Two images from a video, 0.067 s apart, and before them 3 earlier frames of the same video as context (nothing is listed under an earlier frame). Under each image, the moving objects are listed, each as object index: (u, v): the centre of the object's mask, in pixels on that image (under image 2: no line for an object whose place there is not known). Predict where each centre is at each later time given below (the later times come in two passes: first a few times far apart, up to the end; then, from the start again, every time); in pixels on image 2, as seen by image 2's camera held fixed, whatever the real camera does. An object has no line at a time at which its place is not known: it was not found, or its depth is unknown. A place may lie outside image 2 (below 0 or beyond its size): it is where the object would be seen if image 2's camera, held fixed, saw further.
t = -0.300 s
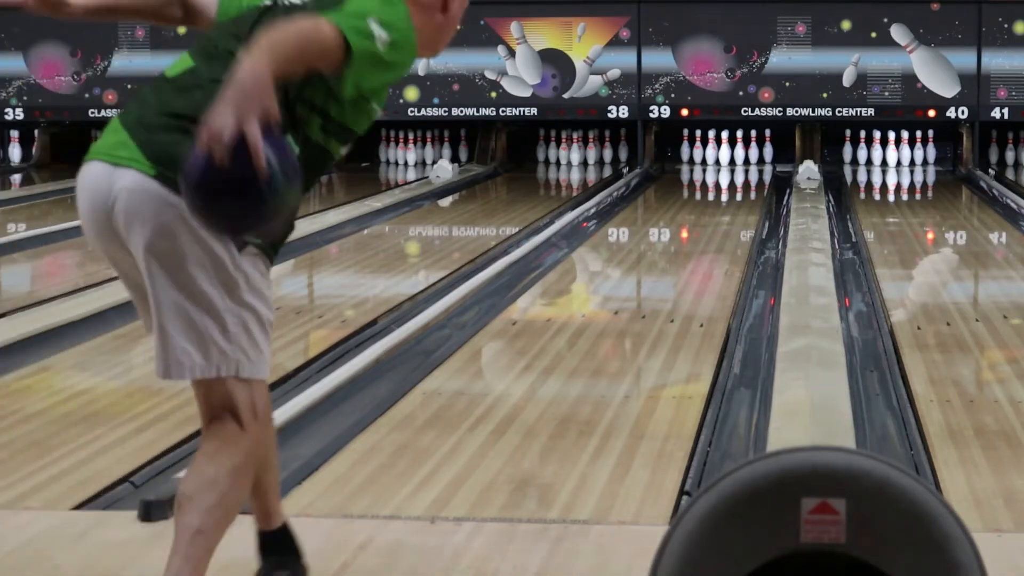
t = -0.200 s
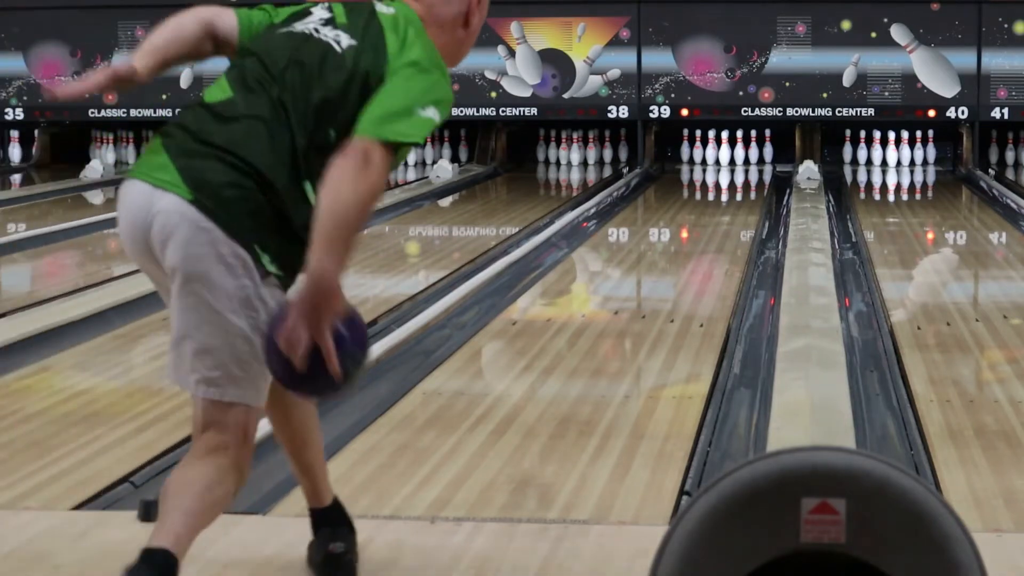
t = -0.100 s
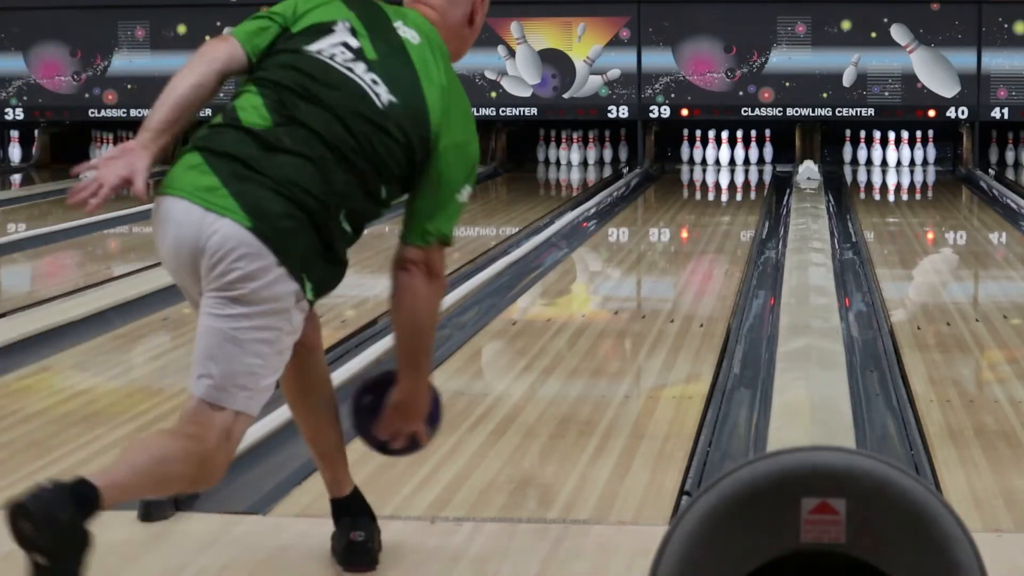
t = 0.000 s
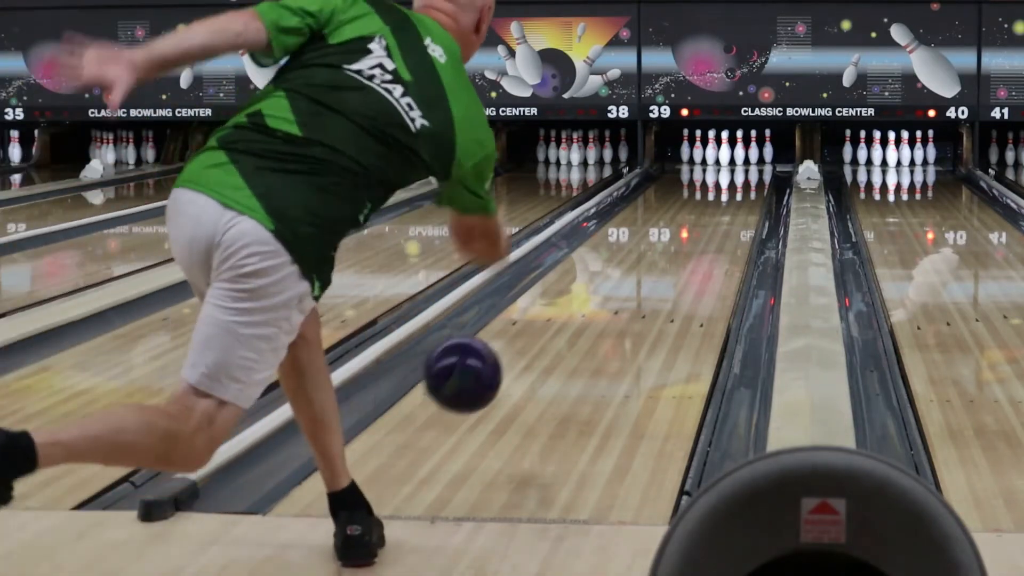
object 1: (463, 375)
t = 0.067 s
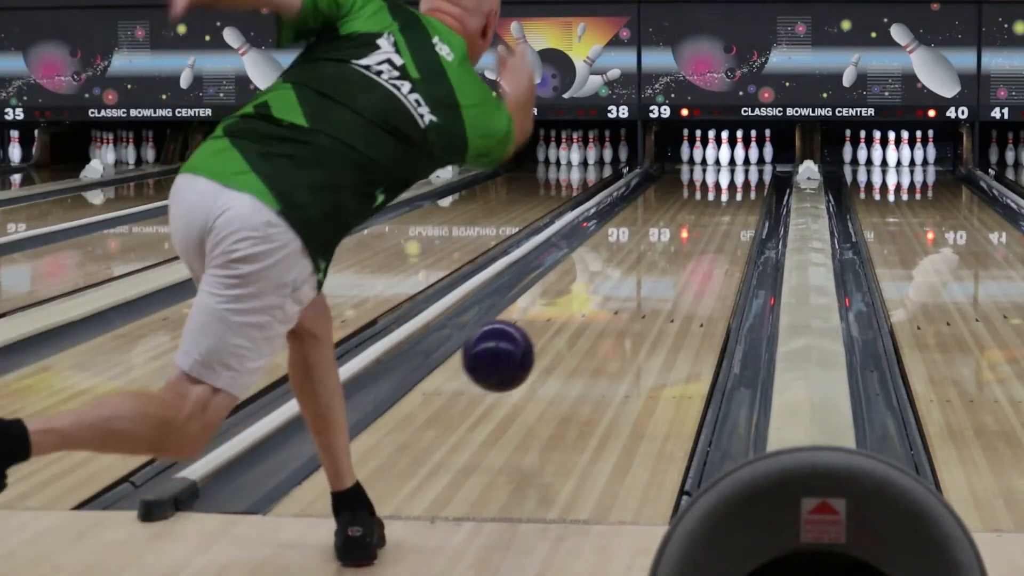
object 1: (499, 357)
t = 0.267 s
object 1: (576, 350)
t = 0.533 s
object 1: (641, 290)
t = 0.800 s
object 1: (682, 250)
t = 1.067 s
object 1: (710, 222)
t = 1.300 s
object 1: (727, 204)
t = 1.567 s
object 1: (740, 188)
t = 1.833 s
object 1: (746, 174)
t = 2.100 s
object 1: (742, 164)
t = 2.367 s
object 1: (731, 156)
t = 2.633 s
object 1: (731, 153)
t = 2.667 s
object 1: (731, 152)
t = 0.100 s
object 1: (514, 353)
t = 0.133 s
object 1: (528, 354)
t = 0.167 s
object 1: (541, 358)
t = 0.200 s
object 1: (554, 365)
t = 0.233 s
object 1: (566, 361)
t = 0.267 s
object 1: (576, 350)
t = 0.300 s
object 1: (586, 343)
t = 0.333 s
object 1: (595, 334)
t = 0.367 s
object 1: (604, 325)
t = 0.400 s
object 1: (612, 317)
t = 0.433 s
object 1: (620, 310)
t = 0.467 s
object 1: (628, 303)
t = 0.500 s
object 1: (635, 296)
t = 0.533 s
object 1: (641, 290)
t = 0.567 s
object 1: (647, 284)
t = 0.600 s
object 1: (653, 279)
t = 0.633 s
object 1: (659, 274)
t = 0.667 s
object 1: (664, 269)
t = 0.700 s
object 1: (669, 264)
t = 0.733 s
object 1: (673, 259)
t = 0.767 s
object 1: (678, 255)
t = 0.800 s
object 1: (682, 250)
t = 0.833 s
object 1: (686, 246)
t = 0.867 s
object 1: (690, 243)
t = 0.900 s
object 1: (693, 239)
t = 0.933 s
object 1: (697, 235)
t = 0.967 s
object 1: (700, 232)
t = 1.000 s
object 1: (704, 228)
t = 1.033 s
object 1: (706, 225)
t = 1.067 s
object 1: (710, 222)
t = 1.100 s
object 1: (712, 220)
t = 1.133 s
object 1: (715, 217)
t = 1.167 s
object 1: (718, 214)
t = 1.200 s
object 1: (720, 211)
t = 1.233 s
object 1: (722, 209)
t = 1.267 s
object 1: (724, 207)
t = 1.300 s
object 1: (727, 204)
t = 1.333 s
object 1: (729, 201)
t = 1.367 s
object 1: (730, 199)
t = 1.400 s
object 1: (732, 197)
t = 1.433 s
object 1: (733, 195)
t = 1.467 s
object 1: (736, 193)
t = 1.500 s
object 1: (737, 191)
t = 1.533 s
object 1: (738, 189)
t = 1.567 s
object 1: (740, 188)
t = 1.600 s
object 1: (741, 186)
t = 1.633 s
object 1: (742, 184)
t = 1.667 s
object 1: (743, 182)
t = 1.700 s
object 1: (744, 180)
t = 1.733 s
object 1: (745, 179)
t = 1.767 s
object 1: (746, 178)
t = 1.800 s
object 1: (746, 176)
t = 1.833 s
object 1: (746, 174)
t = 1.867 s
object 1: (746, 173)
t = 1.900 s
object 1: (746, 172)
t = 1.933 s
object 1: (746, 170)
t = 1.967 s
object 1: (746, 168)
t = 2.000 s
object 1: (745, 167)
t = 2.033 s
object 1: (745, 166)
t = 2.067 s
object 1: (743, 165)
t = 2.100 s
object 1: (742, 164)
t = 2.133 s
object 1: (741, 163)
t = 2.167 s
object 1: (739, 162)
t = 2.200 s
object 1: (739, 161)
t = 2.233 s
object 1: (737, 160)
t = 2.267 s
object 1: (734, 159)
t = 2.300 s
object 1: (732, 158)
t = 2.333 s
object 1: (731, 157)
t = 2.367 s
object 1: (731, 156)
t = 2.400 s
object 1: (731, 156)
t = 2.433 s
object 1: (730, 156)
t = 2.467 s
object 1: (730, 155)
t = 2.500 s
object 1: (730, 155)
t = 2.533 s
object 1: (730, 155)
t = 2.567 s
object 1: (730, 154)
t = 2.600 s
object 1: (731, 153)
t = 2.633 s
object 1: (731, 153)
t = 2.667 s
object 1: (731, 152)
